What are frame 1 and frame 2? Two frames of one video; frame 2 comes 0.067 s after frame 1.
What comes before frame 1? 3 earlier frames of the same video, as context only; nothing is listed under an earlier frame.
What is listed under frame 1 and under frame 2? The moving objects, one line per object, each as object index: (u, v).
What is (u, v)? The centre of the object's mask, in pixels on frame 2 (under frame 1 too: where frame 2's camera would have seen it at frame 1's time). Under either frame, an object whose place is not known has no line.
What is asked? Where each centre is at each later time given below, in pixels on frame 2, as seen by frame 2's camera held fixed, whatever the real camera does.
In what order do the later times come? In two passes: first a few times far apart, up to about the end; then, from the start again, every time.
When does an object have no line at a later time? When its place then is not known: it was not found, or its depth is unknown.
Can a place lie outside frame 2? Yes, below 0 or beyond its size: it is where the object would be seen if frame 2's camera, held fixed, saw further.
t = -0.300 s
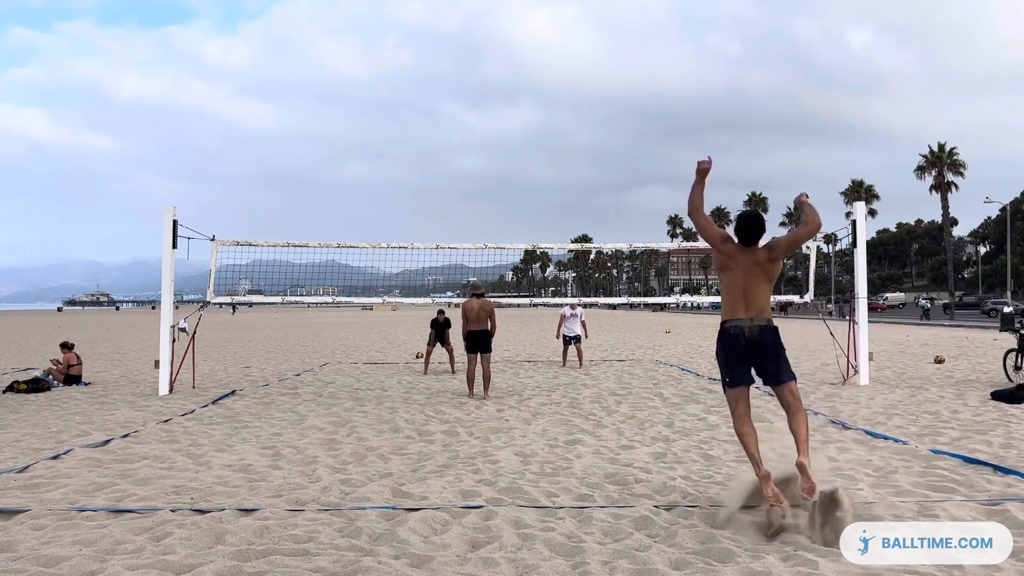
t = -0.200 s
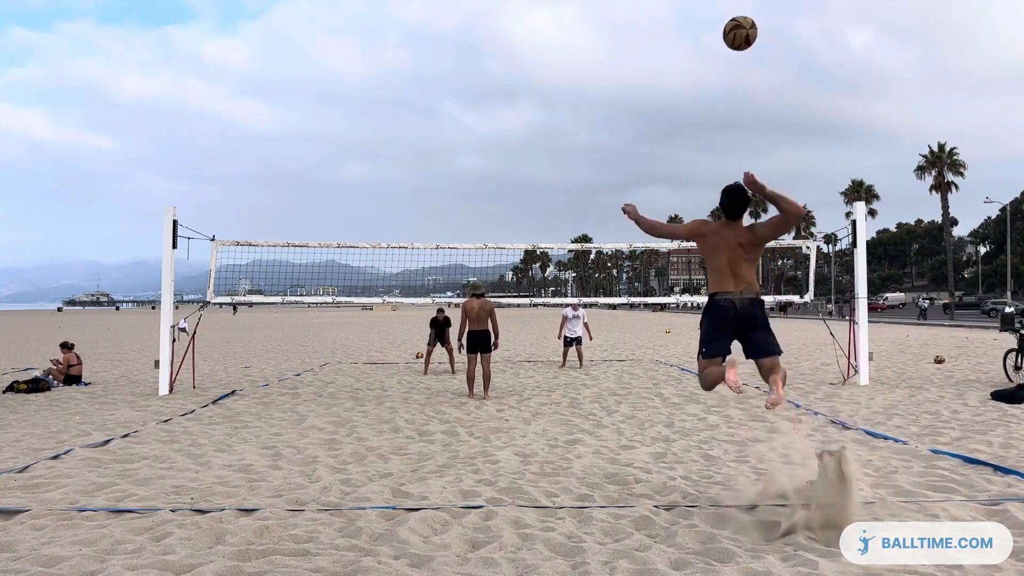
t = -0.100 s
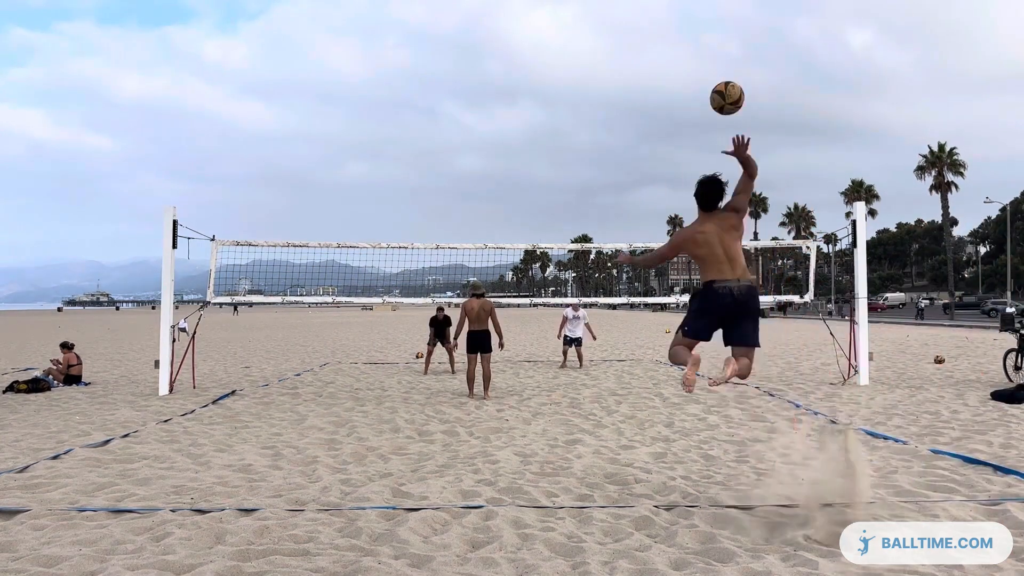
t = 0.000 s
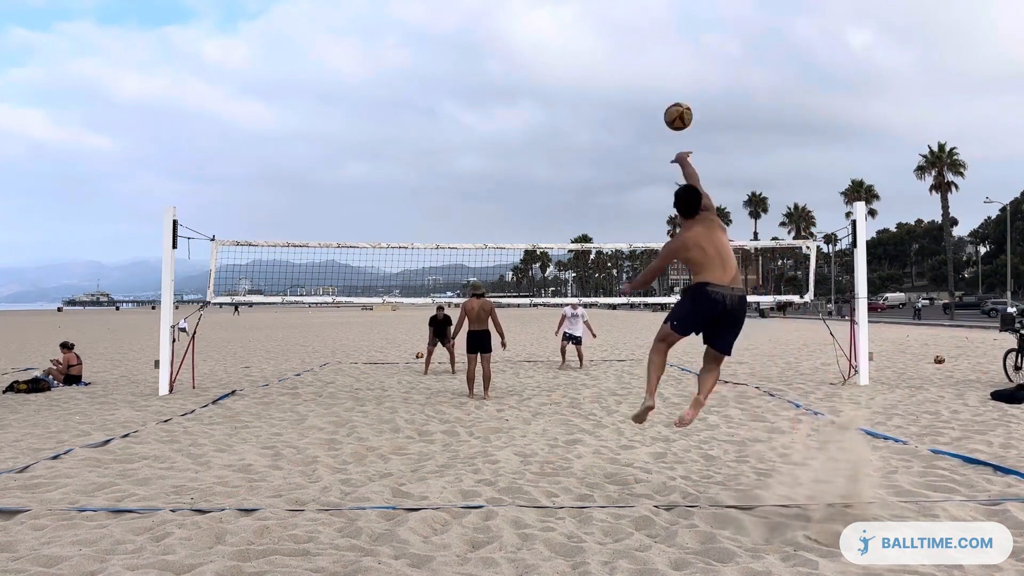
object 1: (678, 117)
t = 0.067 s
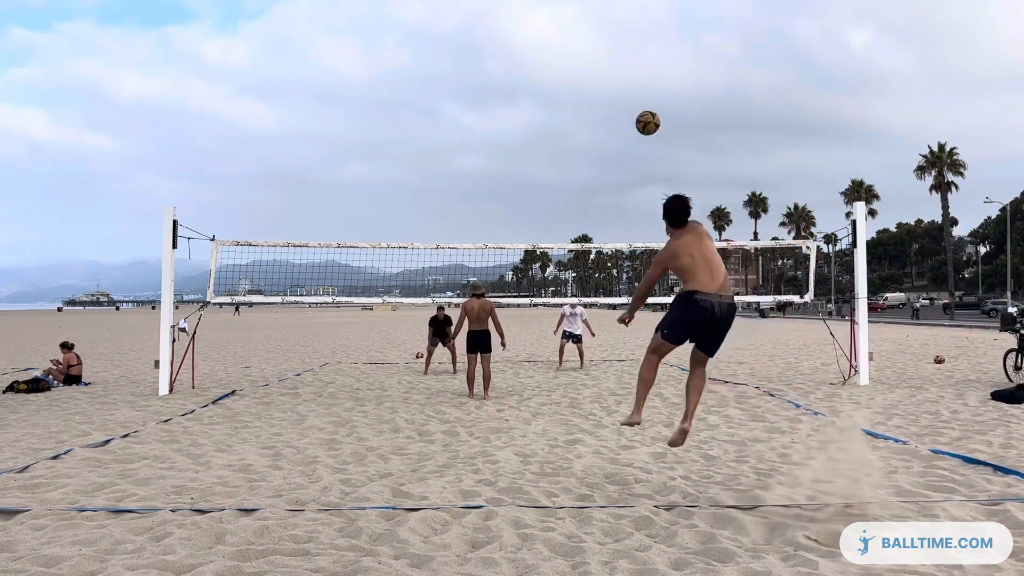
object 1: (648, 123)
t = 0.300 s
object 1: (585, 168)
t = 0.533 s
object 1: (553, 229)
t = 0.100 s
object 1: (635, 127)
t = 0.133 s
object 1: (624, 133)
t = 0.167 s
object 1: (615, 139)
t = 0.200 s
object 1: (606, 146)
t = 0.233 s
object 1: (598, 153)
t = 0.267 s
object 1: (591, 161)
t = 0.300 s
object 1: (585, 168)
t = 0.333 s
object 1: (579, 176)
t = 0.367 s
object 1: (574, 185)
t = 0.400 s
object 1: (569, 194)
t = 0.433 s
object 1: (564, 203)
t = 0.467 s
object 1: (560, 211)
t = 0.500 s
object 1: (556, 221)
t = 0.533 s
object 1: (553, 229)
